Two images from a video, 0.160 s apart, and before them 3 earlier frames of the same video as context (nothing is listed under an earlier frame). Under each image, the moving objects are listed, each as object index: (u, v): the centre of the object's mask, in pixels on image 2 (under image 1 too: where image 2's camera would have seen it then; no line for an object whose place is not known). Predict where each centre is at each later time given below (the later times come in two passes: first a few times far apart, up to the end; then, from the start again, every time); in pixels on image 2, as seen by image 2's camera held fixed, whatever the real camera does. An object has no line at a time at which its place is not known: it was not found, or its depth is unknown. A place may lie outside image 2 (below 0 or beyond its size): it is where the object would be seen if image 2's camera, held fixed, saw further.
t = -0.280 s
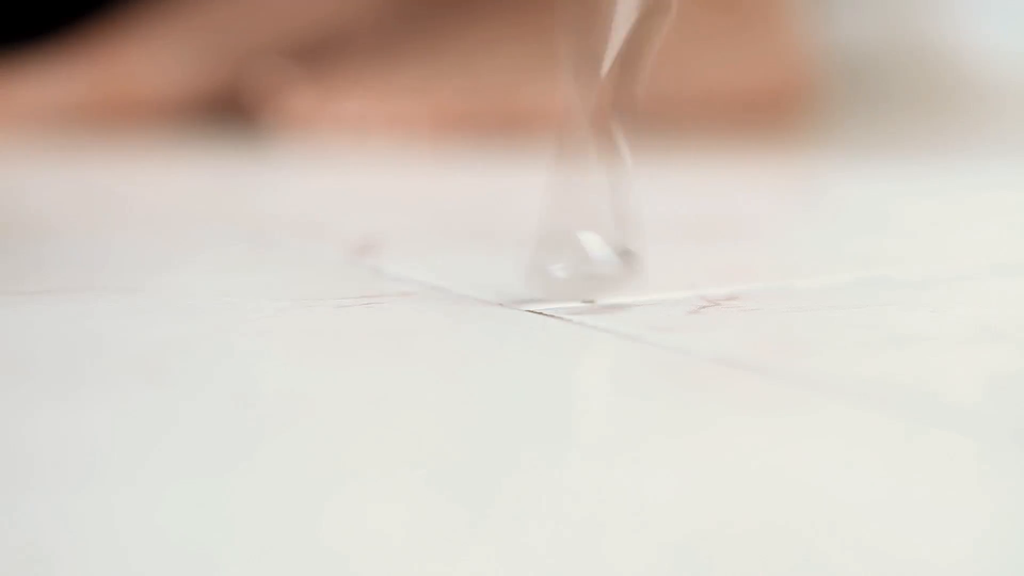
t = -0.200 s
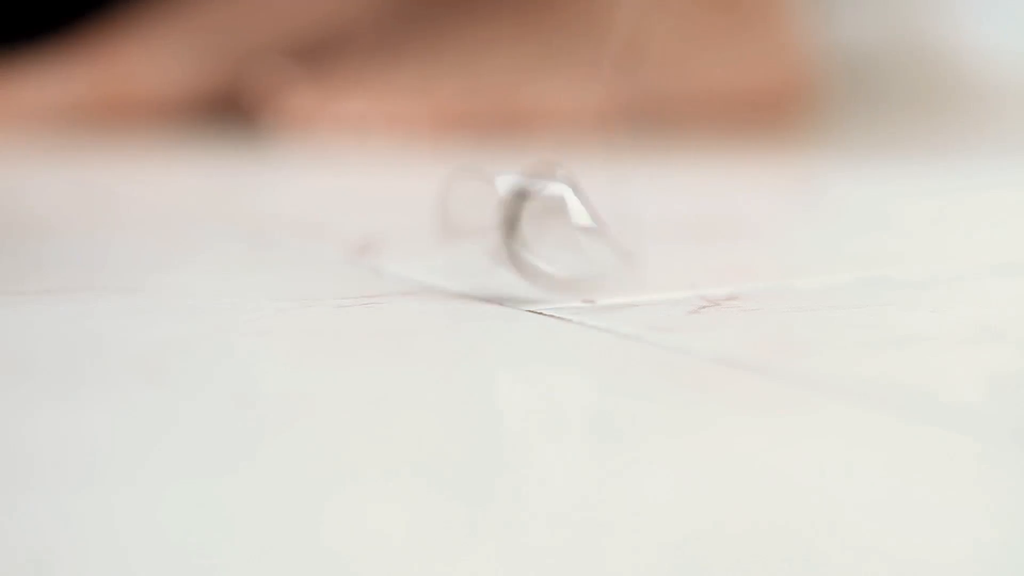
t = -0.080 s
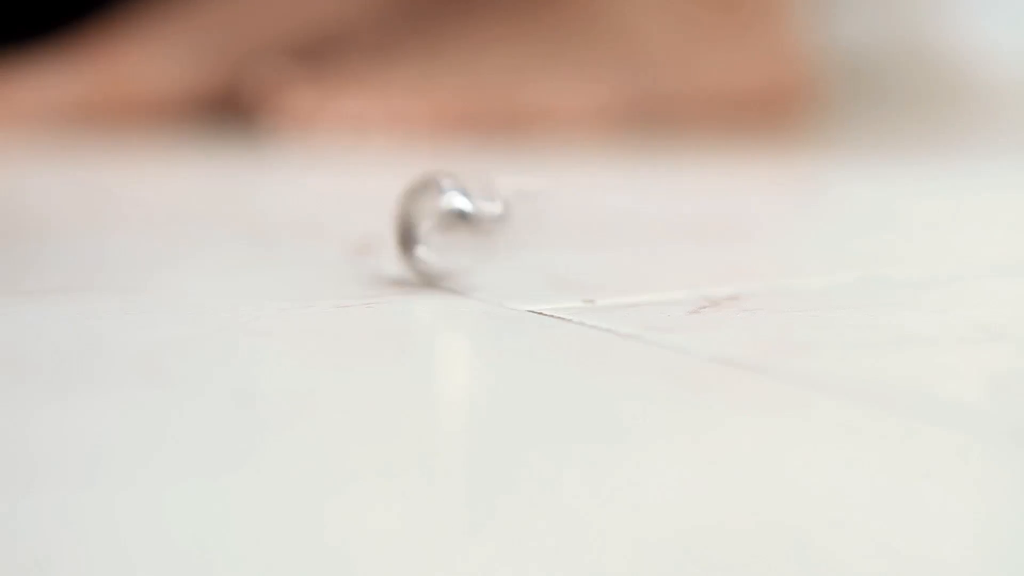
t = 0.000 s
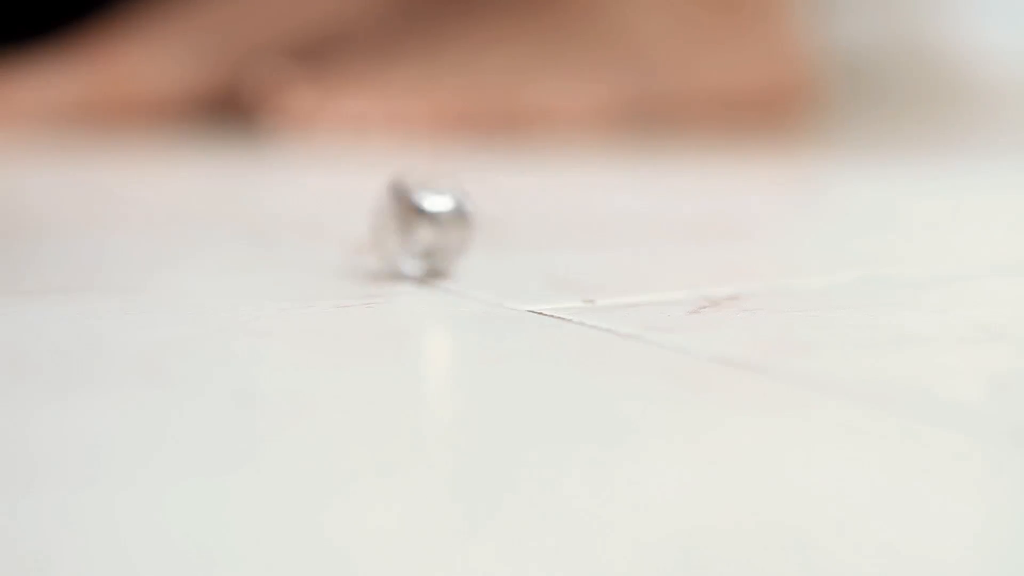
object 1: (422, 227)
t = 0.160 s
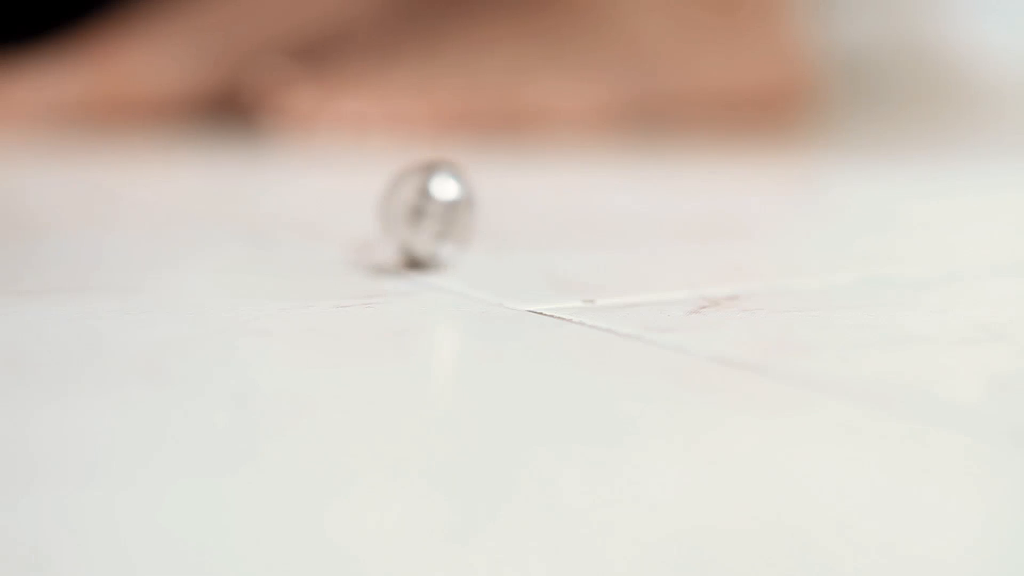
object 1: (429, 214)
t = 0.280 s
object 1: (449, 206)
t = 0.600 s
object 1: (535, 218)
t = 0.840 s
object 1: (569, 226)
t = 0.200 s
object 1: (439, 213)
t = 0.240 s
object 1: (441, 211)
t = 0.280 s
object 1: (449, 206)
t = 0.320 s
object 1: (476, 213)
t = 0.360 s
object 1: (481, 210)
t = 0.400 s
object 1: (483, 209)
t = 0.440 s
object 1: (503, 208)
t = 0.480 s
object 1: (505, 208)
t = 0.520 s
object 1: (507, 209)
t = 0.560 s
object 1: (509, 210)
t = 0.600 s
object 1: (535, 218)
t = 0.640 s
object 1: (543, 214)
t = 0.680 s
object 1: (548, 216)
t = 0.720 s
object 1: (563, 226)
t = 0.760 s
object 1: (567, 224)
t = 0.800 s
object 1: (569, 224)
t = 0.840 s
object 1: (569, 226)
